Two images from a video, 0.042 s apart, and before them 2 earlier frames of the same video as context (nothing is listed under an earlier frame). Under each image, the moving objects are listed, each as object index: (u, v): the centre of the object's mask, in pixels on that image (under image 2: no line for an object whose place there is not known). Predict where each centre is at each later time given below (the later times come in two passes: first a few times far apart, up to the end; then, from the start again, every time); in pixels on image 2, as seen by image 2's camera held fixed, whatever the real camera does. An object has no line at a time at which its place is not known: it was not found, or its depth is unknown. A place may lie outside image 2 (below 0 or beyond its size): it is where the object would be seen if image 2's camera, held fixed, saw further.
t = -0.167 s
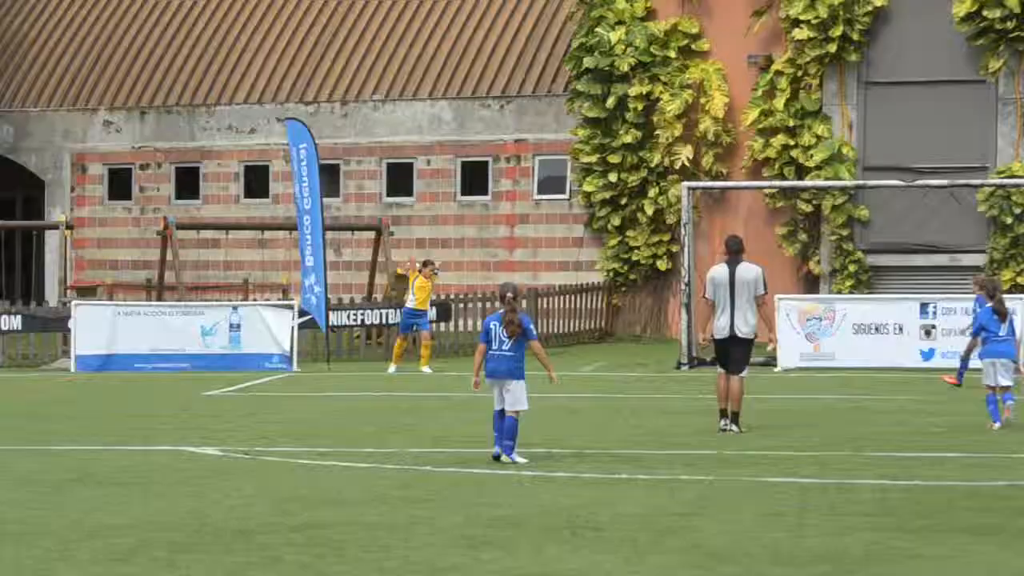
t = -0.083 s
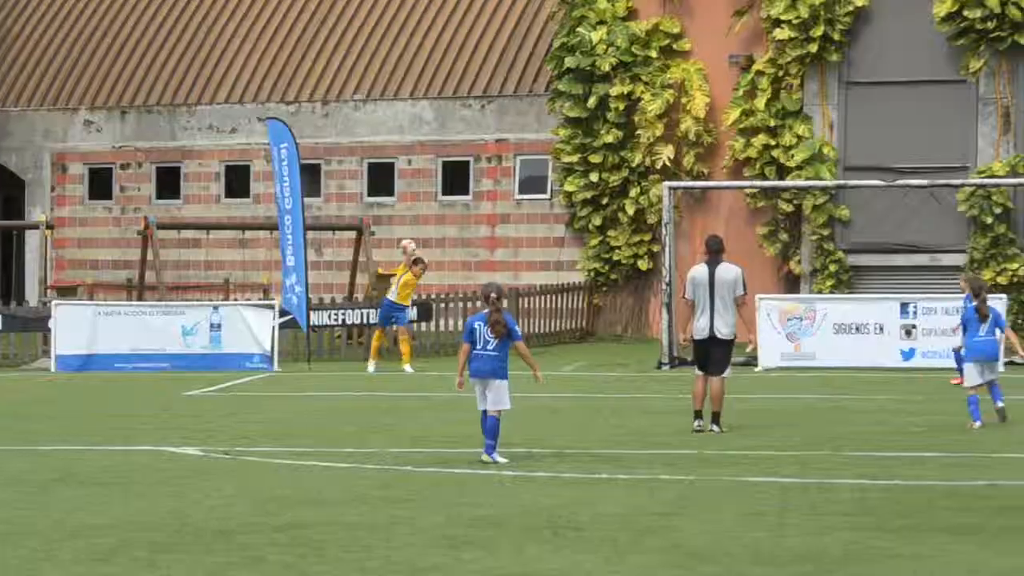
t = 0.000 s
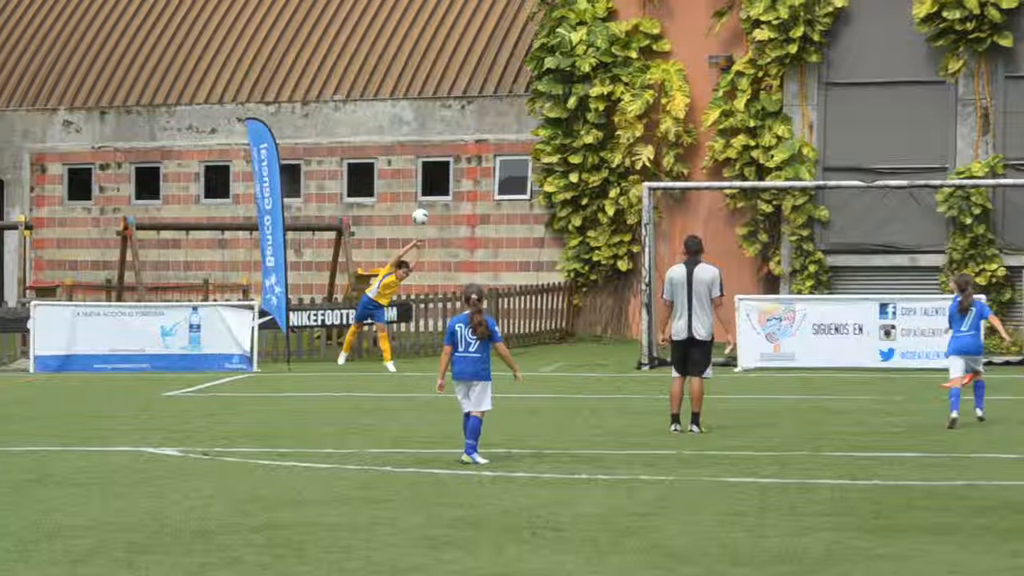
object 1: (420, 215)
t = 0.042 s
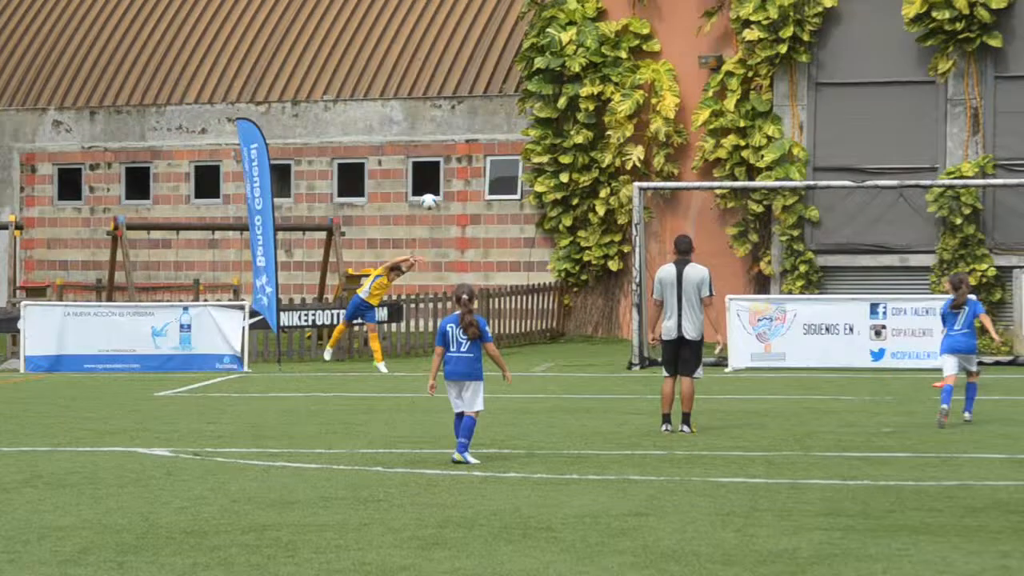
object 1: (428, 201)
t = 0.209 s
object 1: (500, 154)
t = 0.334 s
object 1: (554, 132)
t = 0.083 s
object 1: (445, 187)
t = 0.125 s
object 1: (464, 175)
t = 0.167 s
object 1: (482, 164)
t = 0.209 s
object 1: (500, 154)
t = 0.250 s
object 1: (518, 145)
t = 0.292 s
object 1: (536, 138)
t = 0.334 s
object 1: (554, 132)
